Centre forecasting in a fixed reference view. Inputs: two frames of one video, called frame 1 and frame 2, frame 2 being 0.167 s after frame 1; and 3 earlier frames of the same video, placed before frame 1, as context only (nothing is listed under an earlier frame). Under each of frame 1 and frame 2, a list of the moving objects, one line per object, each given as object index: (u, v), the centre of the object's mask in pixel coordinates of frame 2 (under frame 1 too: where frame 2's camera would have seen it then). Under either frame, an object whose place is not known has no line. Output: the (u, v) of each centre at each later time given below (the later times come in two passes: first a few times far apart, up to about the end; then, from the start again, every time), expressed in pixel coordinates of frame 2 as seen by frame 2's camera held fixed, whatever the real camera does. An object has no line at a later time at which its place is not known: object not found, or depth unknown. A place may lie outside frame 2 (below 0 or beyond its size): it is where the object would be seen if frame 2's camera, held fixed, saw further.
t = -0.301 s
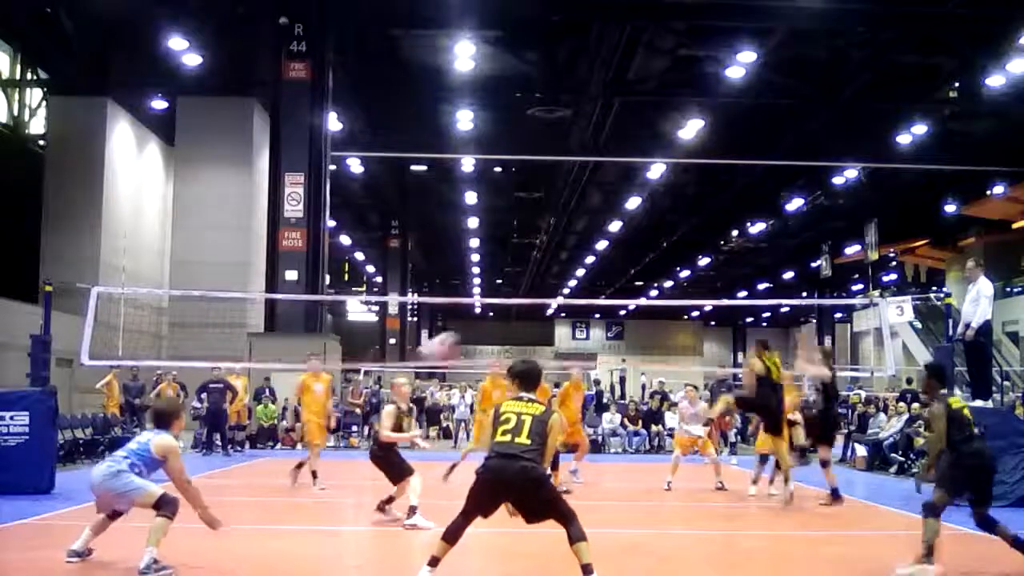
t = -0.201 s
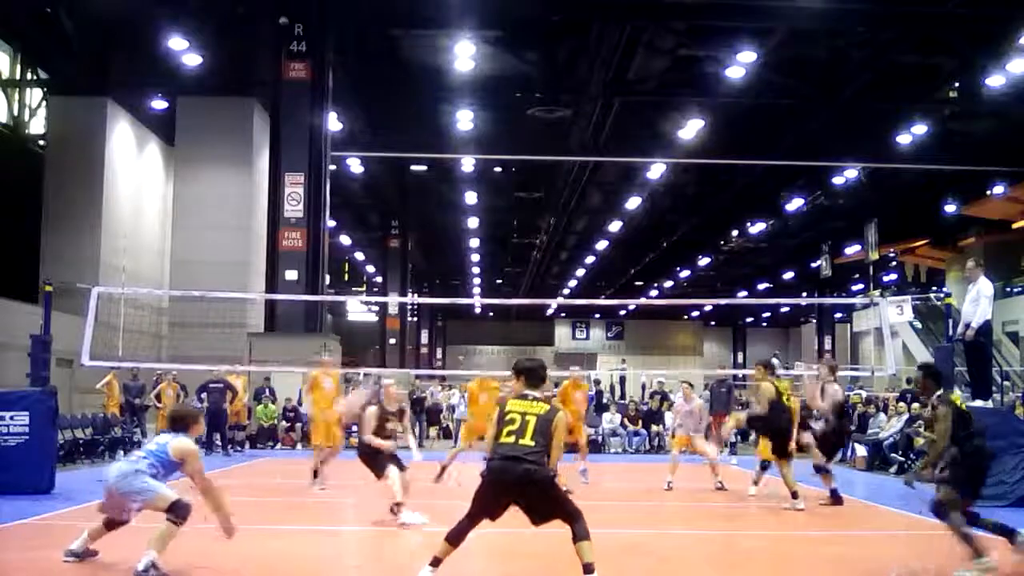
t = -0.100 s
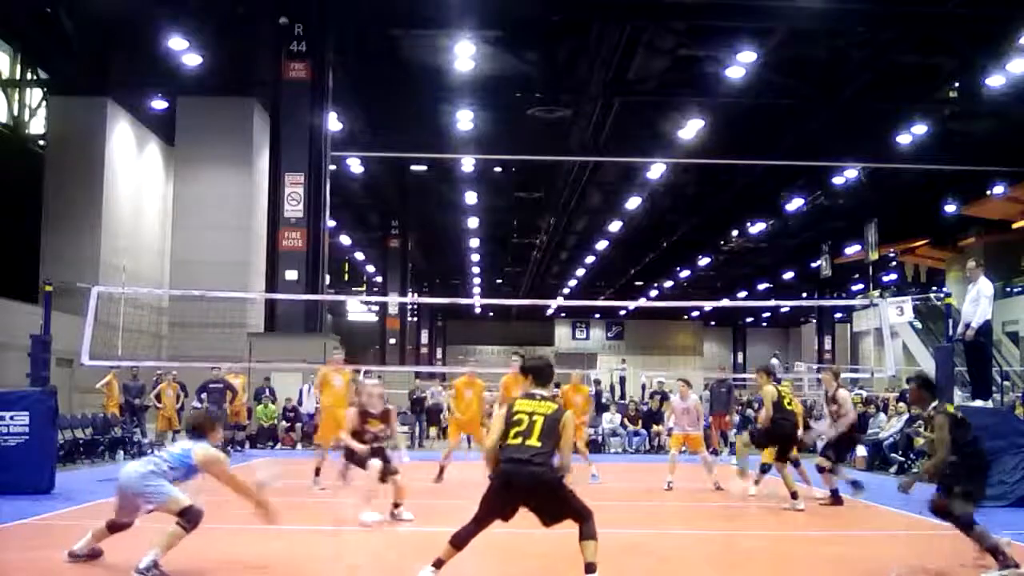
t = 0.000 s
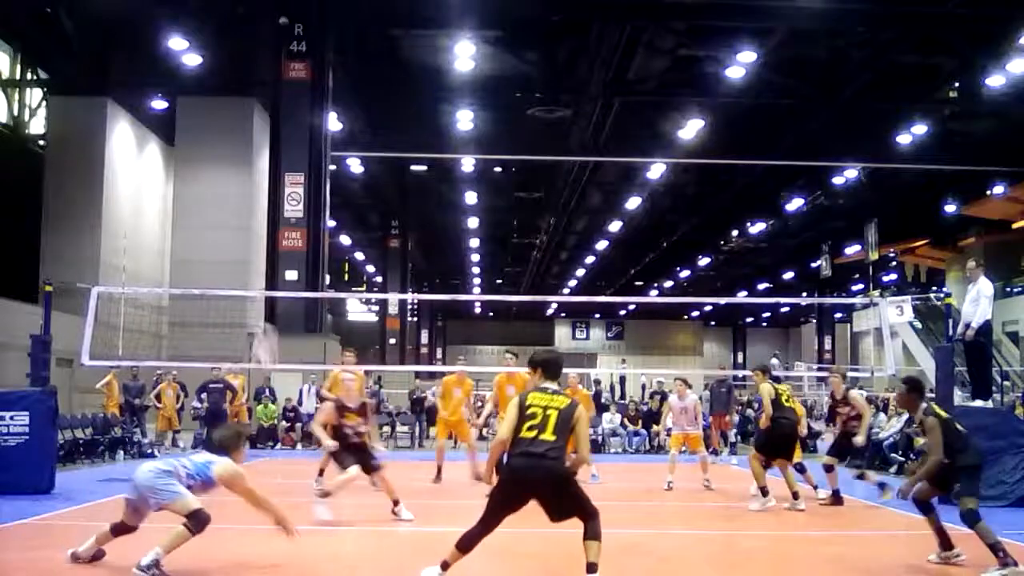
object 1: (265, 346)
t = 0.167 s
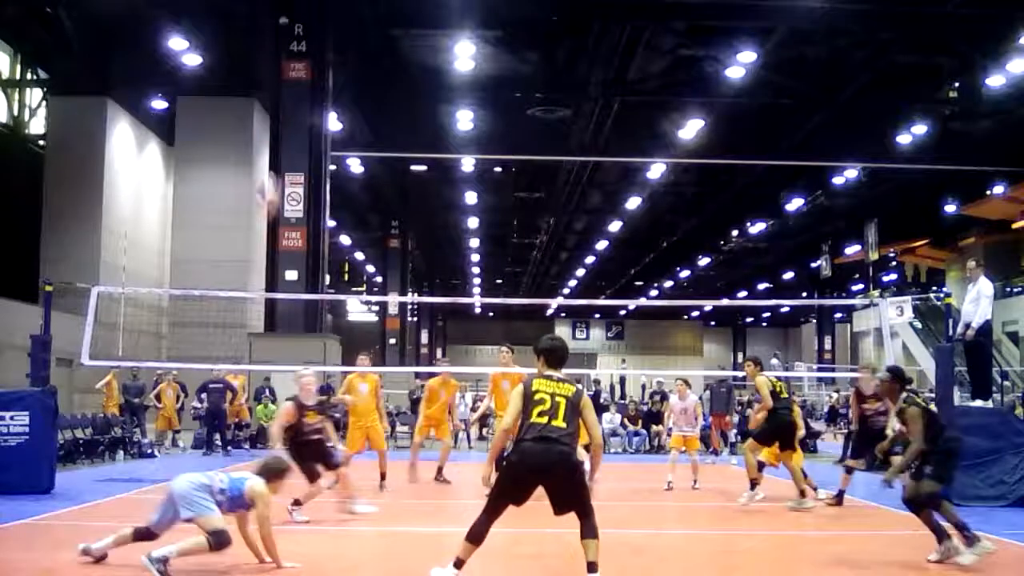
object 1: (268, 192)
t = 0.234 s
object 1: (268, 143)
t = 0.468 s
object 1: (264, 40)
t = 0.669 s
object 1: (258, 9)
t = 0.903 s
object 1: (249, 21)
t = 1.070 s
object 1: (241, 63)
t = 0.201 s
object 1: (269, 165)
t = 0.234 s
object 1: (268, 143)
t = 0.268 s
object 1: (268, 124)
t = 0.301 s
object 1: (268, 105)
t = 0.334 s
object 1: (267, 89)
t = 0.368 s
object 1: (266, 75)
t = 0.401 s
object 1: (265, 62)
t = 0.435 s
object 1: (265, 49)
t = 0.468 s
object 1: (264, 40)
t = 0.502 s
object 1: (263, 31)
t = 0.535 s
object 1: (262, 23)
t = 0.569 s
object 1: (261, 18)
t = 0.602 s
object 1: (260, 12)
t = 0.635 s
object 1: (259, 10)
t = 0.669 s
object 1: (258, 9)
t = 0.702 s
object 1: (257, 8)
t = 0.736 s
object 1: (255, 8)
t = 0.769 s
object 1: (254, 8)
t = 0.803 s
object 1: (253, 10)
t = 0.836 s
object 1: (251, 12)
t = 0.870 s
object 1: (250, 16)
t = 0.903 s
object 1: (249, 21)
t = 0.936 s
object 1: (247, 27)
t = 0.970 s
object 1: (246, 35)
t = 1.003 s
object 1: (244, 43)
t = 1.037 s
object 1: (243, 53)
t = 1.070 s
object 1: (241, 63)
